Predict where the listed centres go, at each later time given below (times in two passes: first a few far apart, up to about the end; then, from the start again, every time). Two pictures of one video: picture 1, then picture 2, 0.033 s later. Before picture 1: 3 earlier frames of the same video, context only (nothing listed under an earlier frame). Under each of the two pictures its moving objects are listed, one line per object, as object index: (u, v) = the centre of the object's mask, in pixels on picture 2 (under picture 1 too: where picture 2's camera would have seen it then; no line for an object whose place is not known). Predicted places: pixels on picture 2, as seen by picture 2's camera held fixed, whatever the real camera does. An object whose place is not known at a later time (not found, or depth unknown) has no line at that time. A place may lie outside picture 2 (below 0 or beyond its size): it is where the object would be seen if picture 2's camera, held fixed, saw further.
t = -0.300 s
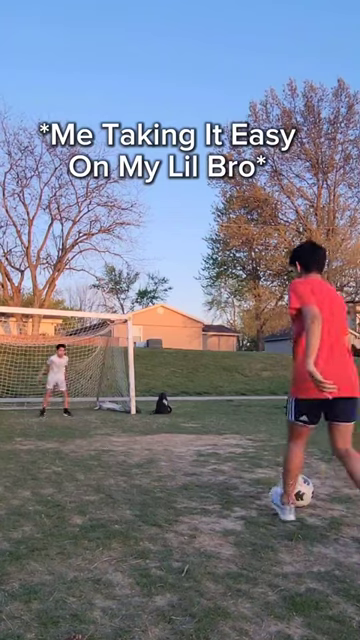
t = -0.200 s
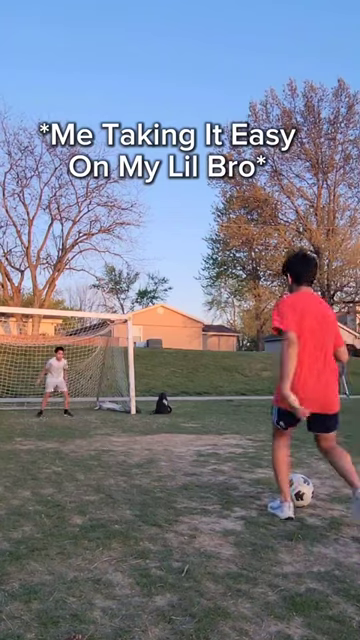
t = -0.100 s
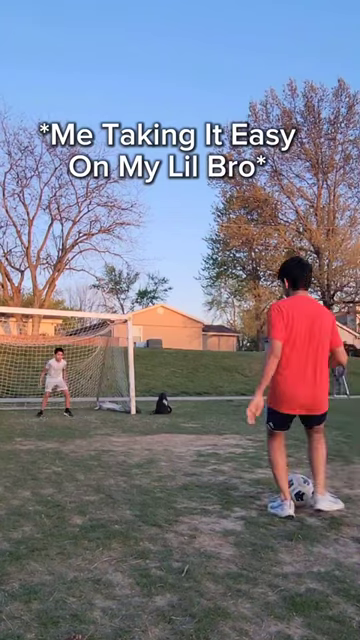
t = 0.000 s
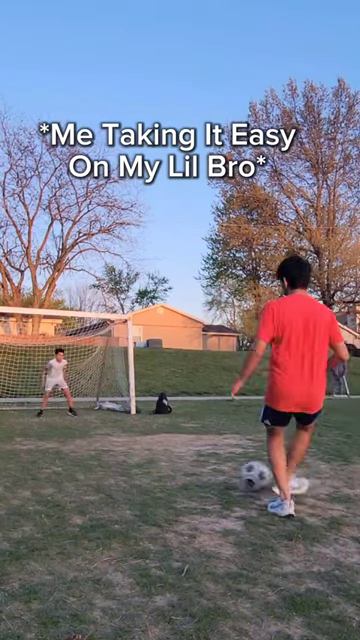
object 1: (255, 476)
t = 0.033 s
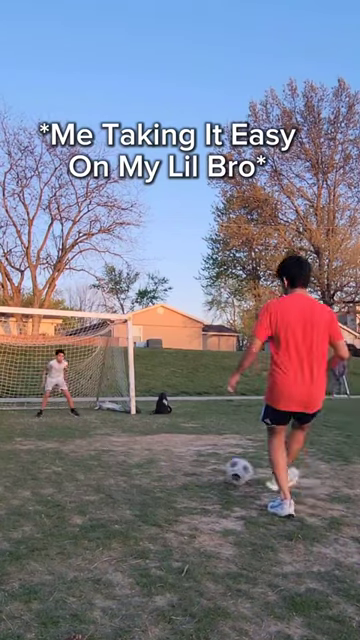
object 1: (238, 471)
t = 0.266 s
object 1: (167, 448)
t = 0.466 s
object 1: (135, 436)
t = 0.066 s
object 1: (225, 466)
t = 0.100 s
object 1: (212, 460)
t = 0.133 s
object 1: (201, 458)
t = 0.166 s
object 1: (191, 456)
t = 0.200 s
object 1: (182, 452)
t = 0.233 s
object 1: (175, 449)
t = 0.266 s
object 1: (167, 448)
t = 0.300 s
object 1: (160, 445)
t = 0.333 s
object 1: (154, 443)
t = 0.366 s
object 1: (149, 441)
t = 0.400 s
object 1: (144, 440)
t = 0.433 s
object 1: (140, 437)
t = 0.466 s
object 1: (135, 436)
